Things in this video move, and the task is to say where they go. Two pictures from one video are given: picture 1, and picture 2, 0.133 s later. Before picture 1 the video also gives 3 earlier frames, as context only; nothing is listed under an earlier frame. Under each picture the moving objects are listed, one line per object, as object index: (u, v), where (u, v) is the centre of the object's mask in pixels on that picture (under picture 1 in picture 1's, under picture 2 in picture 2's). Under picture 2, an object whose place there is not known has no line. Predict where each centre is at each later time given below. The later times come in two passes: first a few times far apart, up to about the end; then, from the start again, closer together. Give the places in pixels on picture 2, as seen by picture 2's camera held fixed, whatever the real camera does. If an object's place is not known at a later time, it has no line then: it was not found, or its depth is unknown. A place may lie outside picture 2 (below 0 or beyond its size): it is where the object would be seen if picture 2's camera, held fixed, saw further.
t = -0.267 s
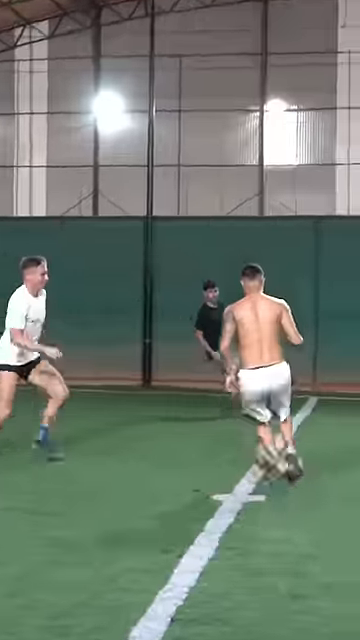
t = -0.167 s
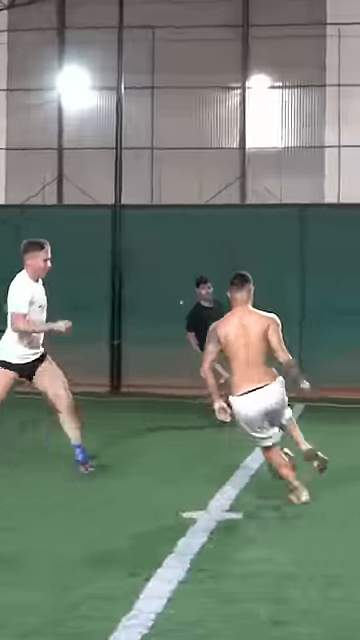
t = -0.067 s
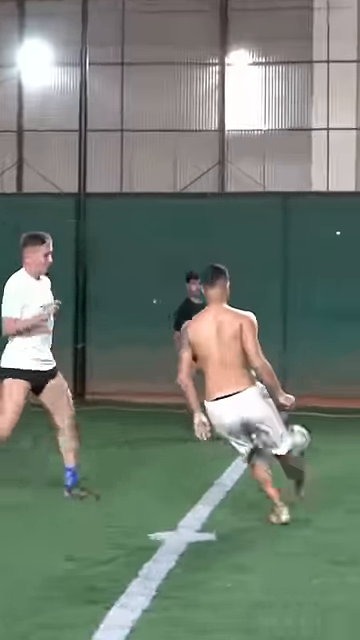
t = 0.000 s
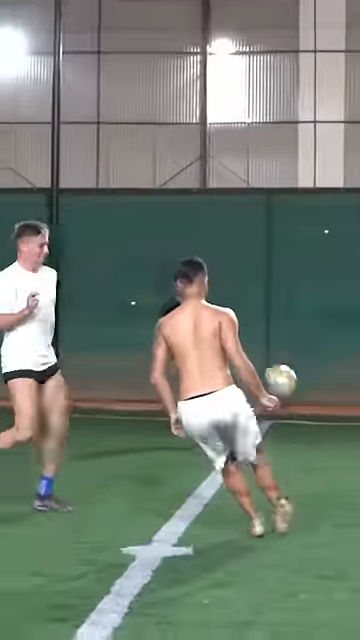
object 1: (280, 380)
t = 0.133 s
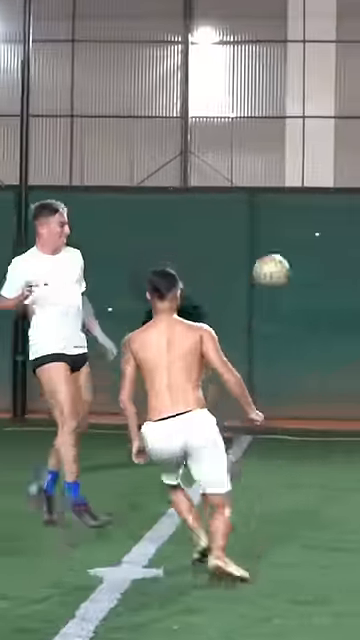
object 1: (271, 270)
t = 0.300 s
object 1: (282, 169)
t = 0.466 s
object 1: (295, 111)
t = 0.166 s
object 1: (273, 246)
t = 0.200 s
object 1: (274, 223)
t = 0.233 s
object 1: (275, 203)
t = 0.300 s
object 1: (282, 169)
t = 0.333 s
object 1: (283, 153)
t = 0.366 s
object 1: (286, 141)
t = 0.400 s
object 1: (289, 129)
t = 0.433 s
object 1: (291, 119)
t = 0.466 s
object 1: (295, 111)
